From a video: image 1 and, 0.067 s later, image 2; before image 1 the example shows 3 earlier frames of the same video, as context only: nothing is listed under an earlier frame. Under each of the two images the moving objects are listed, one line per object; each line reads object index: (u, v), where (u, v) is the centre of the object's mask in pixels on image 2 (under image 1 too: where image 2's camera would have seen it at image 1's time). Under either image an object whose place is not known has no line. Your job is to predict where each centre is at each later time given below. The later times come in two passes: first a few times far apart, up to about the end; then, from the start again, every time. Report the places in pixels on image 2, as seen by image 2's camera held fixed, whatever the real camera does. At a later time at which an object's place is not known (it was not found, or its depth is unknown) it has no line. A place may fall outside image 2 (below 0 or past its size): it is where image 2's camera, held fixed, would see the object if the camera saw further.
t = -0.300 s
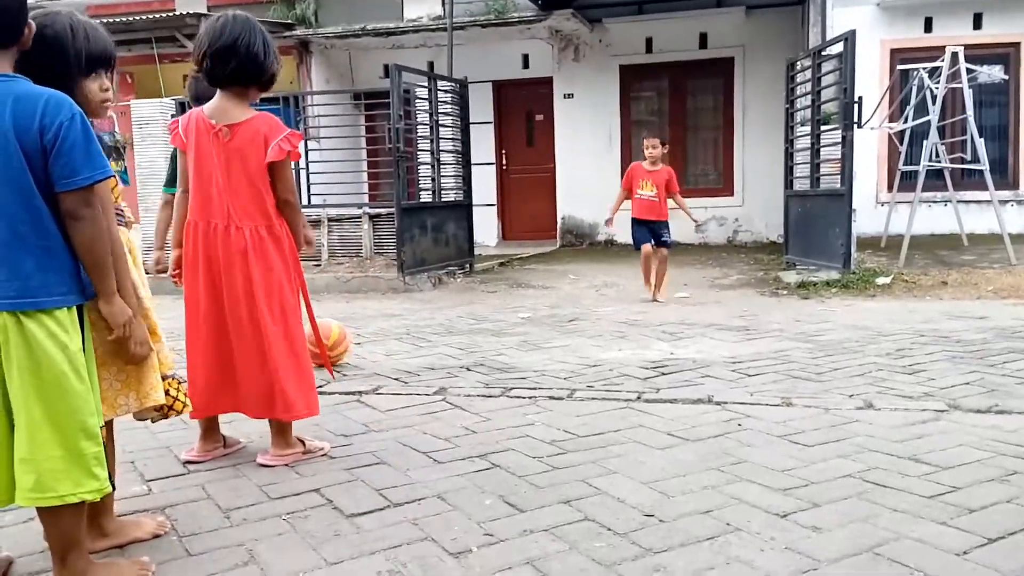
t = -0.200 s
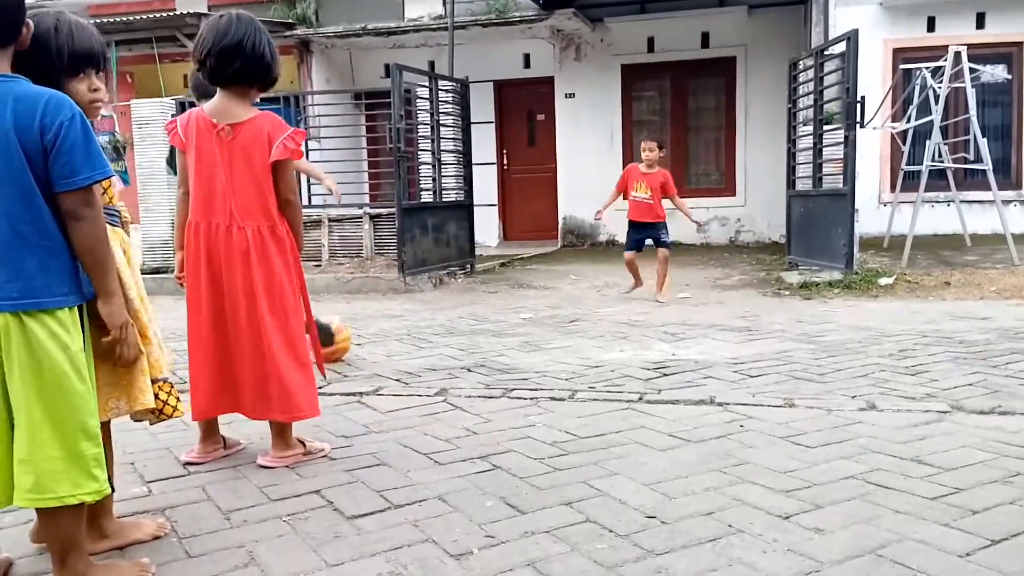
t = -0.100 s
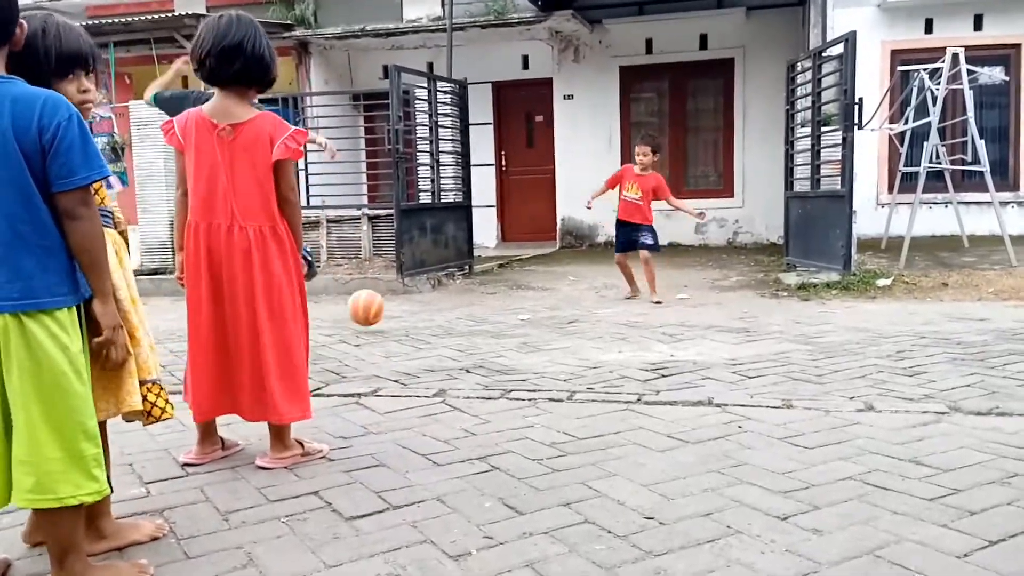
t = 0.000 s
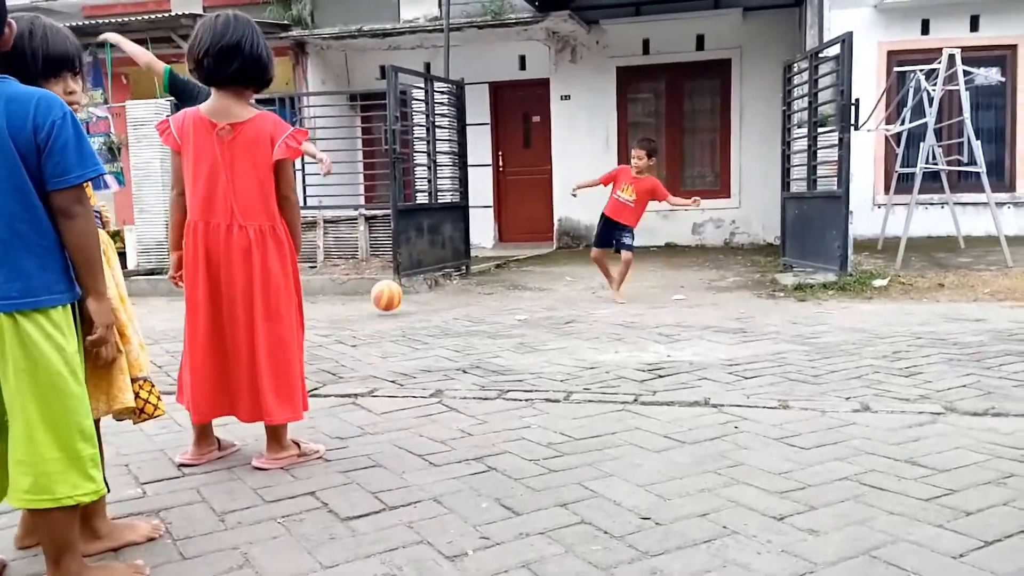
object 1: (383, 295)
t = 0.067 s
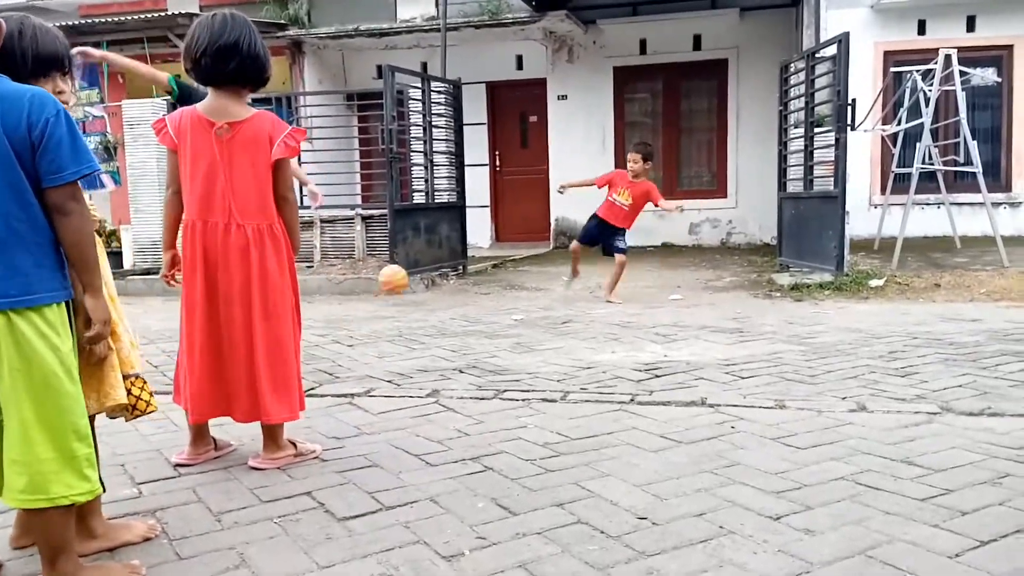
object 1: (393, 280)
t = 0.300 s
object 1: (432, 298)
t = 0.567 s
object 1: (471, 309)
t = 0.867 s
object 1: (507, 315)
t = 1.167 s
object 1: (550, 333)
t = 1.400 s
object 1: (582, 341)
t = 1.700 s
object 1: (628, 358)
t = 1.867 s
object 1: (656, 363)
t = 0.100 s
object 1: (397, 276)
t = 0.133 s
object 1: (402, 275)
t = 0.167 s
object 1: (408, 277)
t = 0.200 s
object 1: (413, 280)
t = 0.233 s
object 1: (419, 286)
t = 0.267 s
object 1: (426, 293)
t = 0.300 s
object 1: (432, 298)
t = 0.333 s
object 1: (436, 294)
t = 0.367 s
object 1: (440, 291)
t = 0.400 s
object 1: (445, 289)
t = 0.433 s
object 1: (450, 290)
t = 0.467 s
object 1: (455, 292)
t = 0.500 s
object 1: (460, 296)
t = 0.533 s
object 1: (465, 302)
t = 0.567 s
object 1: (471, 309)
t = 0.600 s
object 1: (474, 306)
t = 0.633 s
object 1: (478, 304)
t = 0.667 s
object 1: (482, 303)
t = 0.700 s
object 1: (486, 305)
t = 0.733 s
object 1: (490, 310)
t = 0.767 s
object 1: (494, 314)
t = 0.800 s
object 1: (498, 312)
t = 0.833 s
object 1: (503, 313)
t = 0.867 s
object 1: (507, 315)
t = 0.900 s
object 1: (511, 319)
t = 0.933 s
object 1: (516, 320)
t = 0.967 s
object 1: (520, 319)
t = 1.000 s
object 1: (525, 321)
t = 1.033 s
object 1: (531, 325)
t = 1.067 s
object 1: (535, 325)
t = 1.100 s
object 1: (539, 325)
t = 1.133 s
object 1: (544, 328)
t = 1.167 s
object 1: (550, 333)
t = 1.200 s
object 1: (553, 333)
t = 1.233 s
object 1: (558, 332)
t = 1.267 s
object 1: (563, 333)
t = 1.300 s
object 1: (567, 337)
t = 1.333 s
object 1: (572, 338)
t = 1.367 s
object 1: (577, 338)
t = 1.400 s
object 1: (582, 341)
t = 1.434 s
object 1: (587, 340)
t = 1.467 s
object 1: (592, 341)
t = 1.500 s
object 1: (597, 345)
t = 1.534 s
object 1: (602, 346)
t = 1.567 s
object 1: (607, 348)
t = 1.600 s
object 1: (612, 351)
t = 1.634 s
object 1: (617, 353)
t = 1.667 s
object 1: (622, 356)
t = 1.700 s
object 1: (628, 358)
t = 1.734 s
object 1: (634, 360)
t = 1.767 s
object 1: (639, 360)
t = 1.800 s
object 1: (644, 360)
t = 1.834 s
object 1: (650, 363)
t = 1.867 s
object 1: (656, 363)
